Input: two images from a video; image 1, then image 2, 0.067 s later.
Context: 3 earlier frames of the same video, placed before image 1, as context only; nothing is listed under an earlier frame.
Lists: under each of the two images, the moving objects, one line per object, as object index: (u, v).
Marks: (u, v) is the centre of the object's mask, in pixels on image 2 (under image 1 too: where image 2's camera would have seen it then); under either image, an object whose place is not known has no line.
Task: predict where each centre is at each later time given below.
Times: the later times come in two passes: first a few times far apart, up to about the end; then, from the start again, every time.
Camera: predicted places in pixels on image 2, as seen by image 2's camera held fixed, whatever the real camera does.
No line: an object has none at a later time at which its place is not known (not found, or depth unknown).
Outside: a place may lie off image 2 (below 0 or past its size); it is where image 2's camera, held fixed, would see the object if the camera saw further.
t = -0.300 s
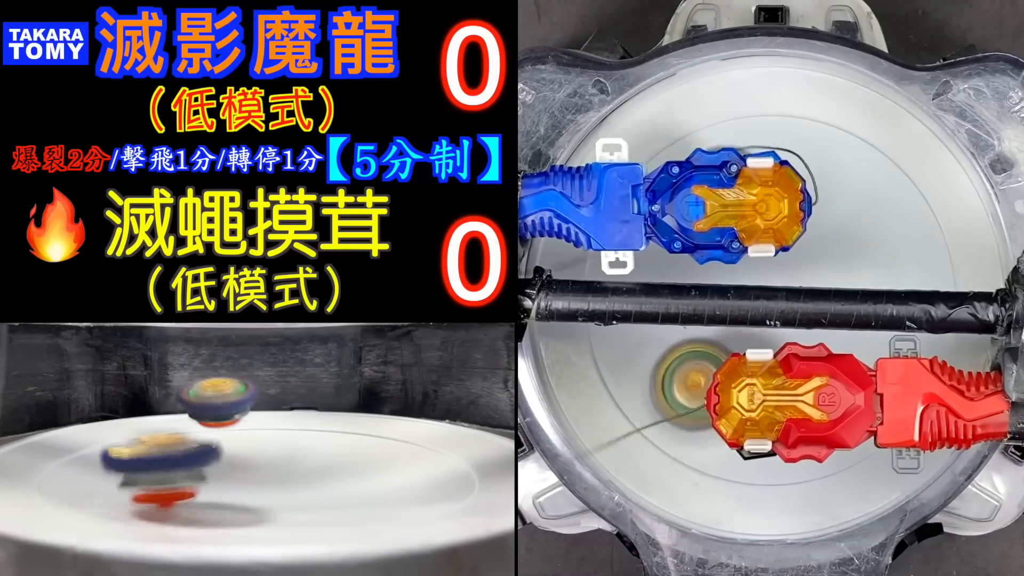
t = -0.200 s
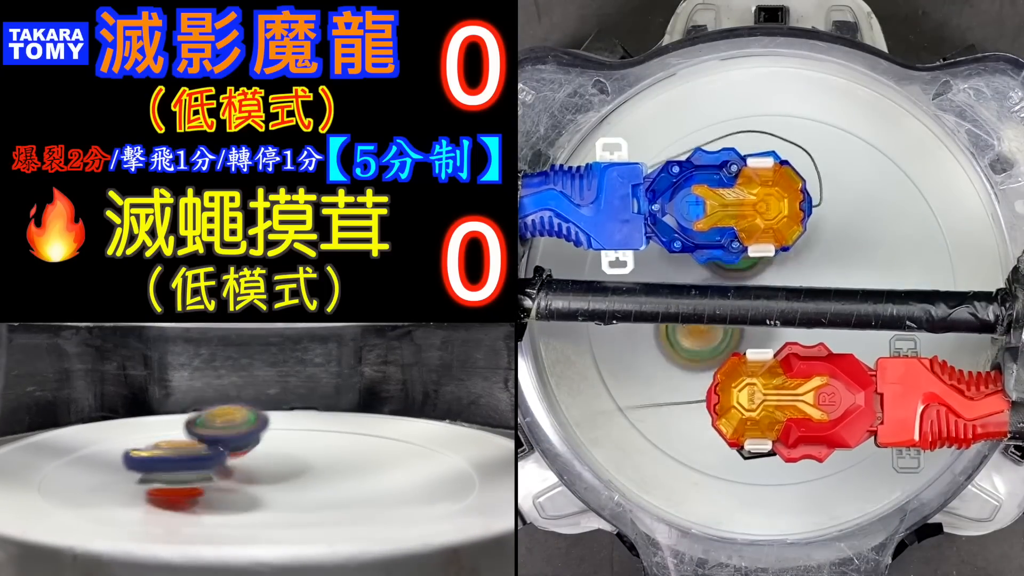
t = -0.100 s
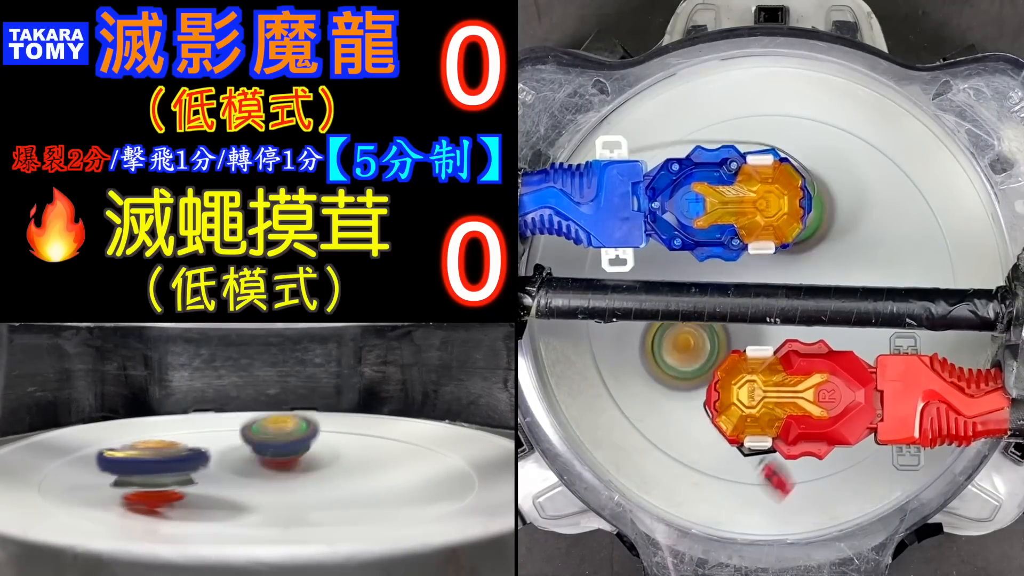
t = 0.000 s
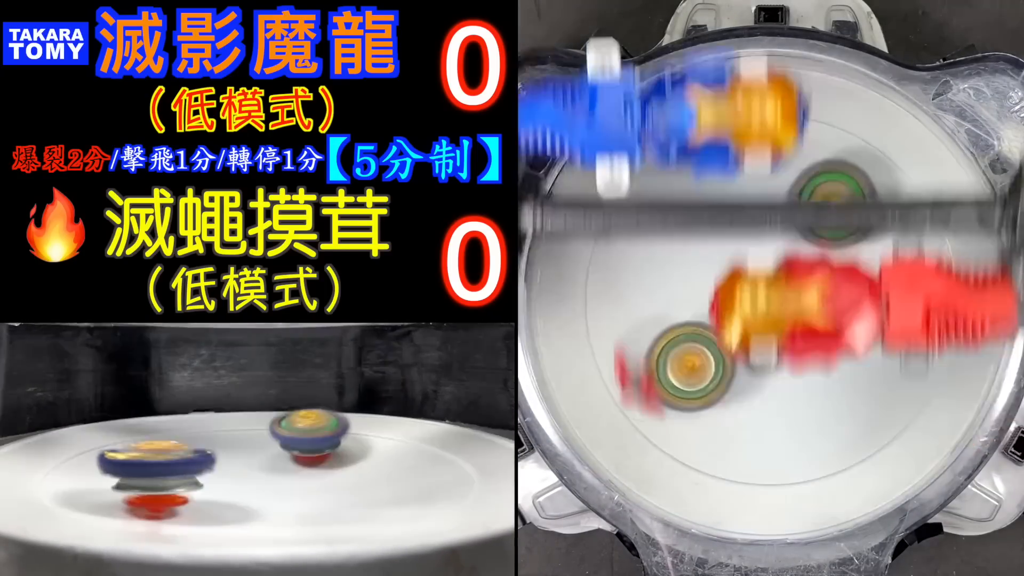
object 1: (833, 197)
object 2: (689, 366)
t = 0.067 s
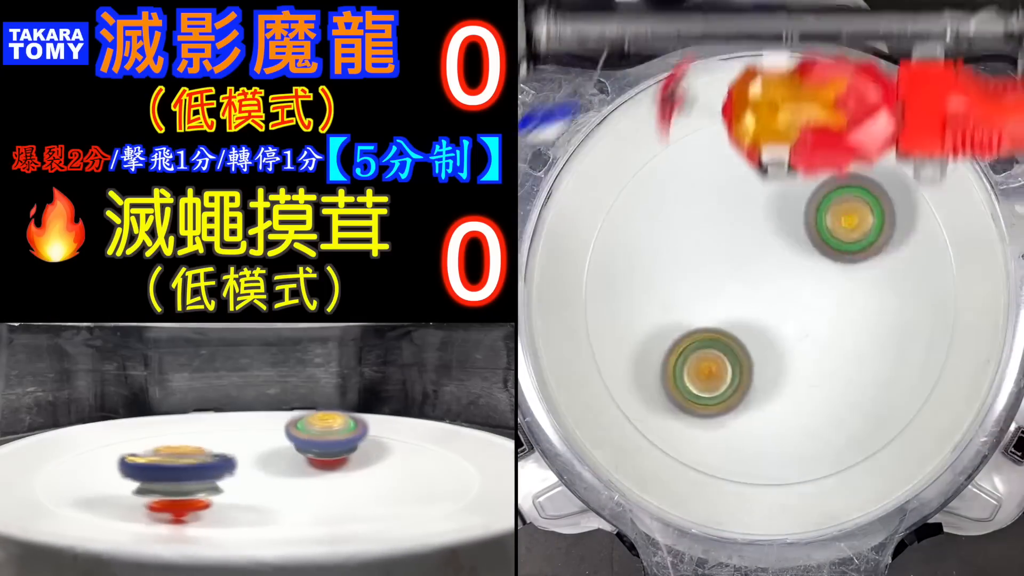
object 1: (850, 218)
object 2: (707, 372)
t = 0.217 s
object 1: (838, 284)
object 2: (765, 368)
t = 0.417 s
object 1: (851, 247)
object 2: (695, 457)
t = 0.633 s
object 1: (768, 257)
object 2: (728, 364)
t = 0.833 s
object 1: (771, 165)
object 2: (699, 422)
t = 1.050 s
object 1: (810, 212)
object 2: (774, 379)
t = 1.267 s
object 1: (840, 181)
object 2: (753, 432)
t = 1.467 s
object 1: (810, 239)
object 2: (751, 406)
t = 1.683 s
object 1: (778, 185)
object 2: (715, 467)
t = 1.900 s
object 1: (801, 182)
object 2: (744, 375)
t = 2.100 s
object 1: (856, 207)
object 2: (724, 333)
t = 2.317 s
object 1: (847, 281)
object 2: (673, 357)
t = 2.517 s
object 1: (783, 334)
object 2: (647, 357)
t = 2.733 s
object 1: (750, 303)
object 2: (639, 352)
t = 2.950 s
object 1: (774, 204)
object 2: (683, 377)
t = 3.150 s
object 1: (824, 210)
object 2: (769, 337)
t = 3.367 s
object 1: (873, 177)
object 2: (736, 438)
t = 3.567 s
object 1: (781, 299)
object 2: (717, 410)
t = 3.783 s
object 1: (774, 238)
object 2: (658, 419)
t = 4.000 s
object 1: (780, 207)
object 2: (718, 343)
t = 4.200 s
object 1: (823, 168)
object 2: (758, 322)
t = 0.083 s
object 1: (852, 223)
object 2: (712, 373)
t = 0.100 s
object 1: (853, 229)
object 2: (718, 373)
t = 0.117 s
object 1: (853, 236)
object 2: (725, 373)
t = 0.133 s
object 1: (853, 243)
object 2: (731, 373)
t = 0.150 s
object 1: (852, 251)
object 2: (738, 373)
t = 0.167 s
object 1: (849, 259)
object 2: (745, 372)
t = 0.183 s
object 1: (846, 267)
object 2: (752, 371)
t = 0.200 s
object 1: (842, 275)
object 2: (758, 370)
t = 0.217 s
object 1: (838, 284)
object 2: (765, 368)
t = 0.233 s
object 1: (831, 293)
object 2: (771, 365)
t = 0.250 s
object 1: (834, 290)
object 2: (765, 374)
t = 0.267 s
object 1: (839, 284)
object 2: (756, 387)
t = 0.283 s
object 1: (845, 278)
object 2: (746, 400)
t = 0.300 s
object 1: (848, 272)
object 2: (737, 412)
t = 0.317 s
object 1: (852, 267)
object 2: (728, 422)
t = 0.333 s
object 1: (854, 262)
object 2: (720, 432)
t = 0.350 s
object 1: (855, 258)
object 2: (713, 441)
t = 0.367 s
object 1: (856, 254)
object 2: (707, 448)
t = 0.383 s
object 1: (855, 251)
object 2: (701, 454)
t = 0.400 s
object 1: (853, 249)
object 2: (697, 459)
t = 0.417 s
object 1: (851, 247)
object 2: (695, 457)
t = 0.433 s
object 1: (848, 247)
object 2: (694, 453)
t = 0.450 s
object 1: (844, 247)
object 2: (694, 448)
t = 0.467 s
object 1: (839, 247)
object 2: (696, 441)
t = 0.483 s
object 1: (833, 249)
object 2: (698, 433)
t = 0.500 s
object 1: (826, 251)
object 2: (701, 425)
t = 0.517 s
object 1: (819, 253)
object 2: (704, 415)
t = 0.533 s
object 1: (811, 256)
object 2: (709, 405)
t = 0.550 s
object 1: (803, 259)
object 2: (714, 395)
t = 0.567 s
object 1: (794, 263)
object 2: (719, 385)
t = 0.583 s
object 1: (785, 266)
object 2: (724, 374)
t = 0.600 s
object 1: (775, 270)
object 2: (730, 363)
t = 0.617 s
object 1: (767, 270)
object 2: (733, 357)
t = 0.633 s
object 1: (768, 257)
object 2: (728, 364)
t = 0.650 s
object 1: (767, 245)
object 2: (722, 372)
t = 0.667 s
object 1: (767, 233)
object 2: (718, 379)
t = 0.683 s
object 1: (767, 222)
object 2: (713, 386)
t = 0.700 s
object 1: (766, 212)
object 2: (709, 392)
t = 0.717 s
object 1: (765, 203)
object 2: (705, 397)
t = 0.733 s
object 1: (765, 195)
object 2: (702, 403)
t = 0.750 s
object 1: (765, 188)
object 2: (700, 408)
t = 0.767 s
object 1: (765, 181)
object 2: (698, 412)
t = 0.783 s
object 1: (766, 176)
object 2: (697, 415)
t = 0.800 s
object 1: (767, 171)
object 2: (697, 418)
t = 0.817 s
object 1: (768, 168)
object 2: (698, 420)
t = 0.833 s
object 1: (771, 165)
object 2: (699, 422)
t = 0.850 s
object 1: (773, 164)
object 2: (701, 423)
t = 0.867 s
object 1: (775, 163)
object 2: (704, 423)
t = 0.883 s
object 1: (778, 163)
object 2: (708, 423)
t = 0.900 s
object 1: (781, 164)
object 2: (712, 422)
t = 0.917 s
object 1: (784, 166)
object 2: (718, 420)
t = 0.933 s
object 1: (788, 169)
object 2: (723, 417)
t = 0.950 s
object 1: (791, 173)
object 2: (730, 414)
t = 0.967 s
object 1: (795, 178)
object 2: (737, 410)
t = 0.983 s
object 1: (798, 184)
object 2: (745, 405)
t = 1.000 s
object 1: (801, 190)
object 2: (752, 400)
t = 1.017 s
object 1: (804, 197)
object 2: (760, 394)
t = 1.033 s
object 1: (807, 204)
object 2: (767, 387)
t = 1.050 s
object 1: (810, 212)
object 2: (774, 379)
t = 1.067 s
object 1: (811, 221)
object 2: (780, 370)
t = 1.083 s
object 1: (813, 230)
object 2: (786, 361)
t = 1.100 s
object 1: (813, 239)
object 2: (791, 351)
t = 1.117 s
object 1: (813, 249)
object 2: (795, 341)
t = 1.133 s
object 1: (817, 242)
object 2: (793, 350)
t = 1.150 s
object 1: (821, 231)
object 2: (788, 364)
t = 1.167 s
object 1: (826, 220)
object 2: (783, 377)
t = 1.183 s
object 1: (830, 211)
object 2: (778, 389)
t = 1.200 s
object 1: (833, 202)
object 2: (773, 400)
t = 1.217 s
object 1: (836, 195)
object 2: (767, 409)
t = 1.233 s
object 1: (838, 189)
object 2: (762, 418)
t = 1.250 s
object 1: (839, 185)
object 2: (757, 425)
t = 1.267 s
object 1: (840, 181)
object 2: (753, 432)
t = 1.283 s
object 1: (841, 180)
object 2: (749, 437)
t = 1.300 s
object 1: (841, 179)
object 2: (746, 440)
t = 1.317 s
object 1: (840, 180)
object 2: (744, 443)
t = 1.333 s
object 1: (838, 183)
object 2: (742, 444)
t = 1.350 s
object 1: (836, 186)
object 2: (741, 443)
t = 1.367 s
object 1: (834, 191)
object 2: (740, 441)
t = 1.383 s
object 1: (831, 197)
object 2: (740, 438)
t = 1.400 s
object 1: (827, 204)
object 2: (741, 434)
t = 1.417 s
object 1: (823, 212)
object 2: (743, 428)
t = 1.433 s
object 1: (819, 220)
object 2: (745, 422)
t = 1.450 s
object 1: (815, 229)
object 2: (748, 414)
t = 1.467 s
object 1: (810, 239)
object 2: (751, 406)
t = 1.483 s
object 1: (804, 249)
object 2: (754, 398)
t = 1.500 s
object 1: (798, 259)
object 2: (757, 389)
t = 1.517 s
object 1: (791, 269)
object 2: (760, 380)
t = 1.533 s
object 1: (783, 278)
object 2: (763, 370)
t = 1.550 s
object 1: (781, 270)
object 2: (757, 381)
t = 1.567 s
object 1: (781, 257)
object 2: (750, 396)
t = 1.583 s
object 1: (781, 244)
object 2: (743, 410)
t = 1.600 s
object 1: (781, 231)
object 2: (737, 422)
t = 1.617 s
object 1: (780, 220)
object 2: (731, 435)
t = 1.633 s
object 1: (780, 210)
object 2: (726, 446)
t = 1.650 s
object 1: (779, 201)
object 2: (721, 455)
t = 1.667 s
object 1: (778, 193)
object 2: (717, 464)
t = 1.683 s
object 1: (778, 185)
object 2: (715, 467)
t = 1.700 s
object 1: (778, 179)
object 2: (714, 466)
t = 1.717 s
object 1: (778, 173)
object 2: (714, 465)
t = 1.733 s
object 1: (779, 168)
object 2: (715, 461)
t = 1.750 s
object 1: (780, 165)
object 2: (716, 456)
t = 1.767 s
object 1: (782, 163)
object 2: (717, 449)
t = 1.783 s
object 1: (784, 162)
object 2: (719, 442)
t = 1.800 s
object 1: (786, 162)
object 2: (722, 434)
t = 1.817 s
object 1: (787, 163)
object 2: (725, 426)
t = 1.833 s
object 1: (790, 164)
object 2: (728, 416)
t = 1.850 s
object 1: (792, 167)
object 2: (731, 407)
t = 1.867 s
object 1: (796, 171)
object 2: (736, 396)
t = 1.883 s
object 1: (799, 176)
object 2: (740, 386)
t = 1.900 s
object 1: (801, 182)
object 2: (744, 375)
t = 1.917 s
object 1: (804, 189)
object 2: (748, 363)
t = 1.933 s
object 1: (806, 197)
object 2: (752, 351)
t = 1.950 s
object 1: (808, 205)
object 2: (756, 340)
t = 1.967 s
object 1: (810, 213)
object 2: (760, 328)
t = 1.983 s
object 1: (812, 222)
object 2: (765, 316)
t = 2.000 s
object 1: (814, 229)
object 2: (766, 308)
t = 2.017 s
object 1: (822, 223)
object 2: (759, 313)
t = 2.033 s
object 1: (831, 217)
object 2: (752, 317)
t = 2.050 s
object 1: (839, 214)
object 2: (746, 321)
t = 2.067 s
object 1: (845, 211)
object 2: (739, 325)
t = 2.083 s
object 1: (851, 208)
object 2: (731, 329)
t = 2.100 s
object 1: (856, 207)
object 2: (724, 333)
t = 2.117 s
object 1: (861, 207)
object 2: (718, 336)
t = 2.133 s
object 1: (866, 208)
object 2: (711, 339)
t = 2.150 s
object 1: (869, 211)
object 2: (704, 342)
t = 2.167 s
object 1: (870, 215)
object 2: (698, 345)
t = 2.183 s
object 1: (871, 219)
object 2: (693, 347)
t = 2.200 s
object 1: (872, 225)
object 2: (688, 349)
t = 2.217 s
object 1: (871, 231)
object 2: (684, 351)
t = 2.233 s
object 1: (870, 239)
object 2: (681, 353)
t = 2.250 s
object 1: (867, 246)
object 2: (677, 354)
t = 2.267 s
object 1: (863, 254)
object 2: (675, 356)
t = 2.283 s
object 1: (859, 262)
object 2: (674, 356)
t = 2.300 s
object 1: (854, 271)
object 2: (674, 356)
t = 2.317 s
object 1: (847, 281)
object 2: (673, 357)
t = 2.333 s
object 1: (839, 289)
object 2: (674, 356)
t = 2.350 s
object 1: (832, 296)
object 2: (676, 356)
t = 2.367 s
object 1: (823, 305)
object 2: (678, 354)
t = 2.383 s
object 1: (814, 313)
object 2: (680, 353)
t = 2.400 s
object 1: (803, 320)
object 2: (683, 352)
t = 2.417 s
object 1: (792, 326)
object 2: (687, 350)
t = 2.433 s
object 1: (782, 332)
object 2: (691, 348)
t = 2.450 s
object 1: (782, 334)
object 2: (682, 350)
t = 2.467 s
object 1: (782, 335)
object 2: (672, 352)
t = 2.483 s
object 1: (782, 335)
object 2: (663, 354)
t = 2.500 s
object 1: (784, 335)
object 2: (655, 355)
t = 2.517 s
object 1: (783, 334)
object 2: (647, 357)
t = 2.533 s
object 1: (781, 333)
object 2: (640, 358)
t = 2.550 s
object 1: (780, 332)
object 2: (634, 359)
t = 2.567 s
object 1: (780, 330)
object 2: (629, 360)
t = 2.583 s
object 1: (778, 329)
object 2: (625, 360)
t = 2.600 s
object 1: (776, 327)
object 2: (622, 360)
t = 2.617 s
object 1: (775, 325)
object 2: (621, 360)
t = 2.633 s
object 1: (773, 323)
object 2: (620, 359)
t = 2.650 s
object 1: (769, 321)
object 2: (620, 359)
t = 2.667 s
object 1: (766, 317)
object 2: (622, 358)
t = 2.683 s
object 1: (763, 314)
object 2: (625, 357)
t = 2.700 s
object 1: (758, 312)
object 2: (628, 355)
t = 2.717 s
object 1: (753, 307)
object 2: (633, 354)
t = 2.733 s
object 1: (750, 303)
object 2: (639, 352)
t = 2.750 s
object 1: (745, 300)
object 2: (645, 349)
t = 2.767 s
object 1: (739, 296)
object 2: (652, 348)
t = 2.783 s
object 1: (736, 291)
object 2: (660, 346)
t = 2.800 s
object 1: (738, 282)
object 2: (660, 349)
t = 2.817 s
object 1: (743, 271)
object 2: (660, 354)
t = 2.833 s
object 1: (748, 260)
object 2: (660, 359)
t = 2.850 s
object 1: (753, 251)
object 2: (661, 363)
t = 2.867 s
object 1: (756, 242)
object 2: (662, 367)
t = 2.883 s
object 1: (760, 232)
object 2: (665, 371)
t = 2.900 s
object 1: (764, 224)
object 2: (669, 373)
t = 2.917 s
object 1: (767, 217)
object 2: (673, 375)
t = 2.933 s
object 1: (771, 209)
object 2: (678, 377)
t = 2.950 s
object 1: (774, 204)
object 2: (683, 377)
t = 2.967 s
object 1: (778, 199)
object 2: (689, 378)
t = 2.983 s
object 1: (782, 194)
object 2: (696, 378)
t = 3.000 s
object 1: (786, 191)
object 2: (703, 376)
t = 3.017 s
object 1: (790, 189)
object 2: (710, 375)
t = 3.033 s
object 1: (795, 187)
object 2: (718, 373)
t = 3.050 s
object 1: (799, 188)
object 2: (725, 369)
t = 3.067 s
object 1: (803, 189)
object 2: (732, 365)
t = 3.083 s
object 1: (808, 190)
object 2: (740, 361)
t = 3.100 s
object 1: (812, 194)
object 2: (747, 356)
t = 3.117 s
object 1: (816, 198)
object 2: (755, 351)
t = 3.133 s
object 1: (820, 203)
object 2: (762, 344)
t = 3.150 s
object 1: (824, 210)
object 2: (769, 337)
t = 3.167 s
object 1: (827, 216)
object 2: (776, 331)
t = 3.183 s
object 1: (830, 224)
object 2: (783, 323)
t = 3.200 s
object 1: (832, 233)
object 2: (788, 315)
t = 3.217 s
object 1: (838, 228)
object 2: (787, 323)
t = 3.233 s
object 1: (848, 215)
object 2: (781, 340)
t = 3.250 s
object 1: (857, 201)
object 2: (775, 356)
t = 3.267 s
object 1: (866, 189)
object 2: (768, 372)
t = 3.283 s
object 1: (873, 179)
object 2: (763, 386)
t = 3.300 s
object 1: (881, 169)
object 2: (757, 398)
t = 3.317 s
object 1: (886, 162)
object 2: (751, 411)
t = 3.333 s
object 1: (885, 163)
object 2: (746, 421)
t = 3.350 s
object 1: (880, 171)
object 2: (740, 430)
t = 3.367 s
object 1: (873, 177)
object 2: (736, 438)
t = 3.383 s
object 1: (868, 186)
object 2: (732, 443)
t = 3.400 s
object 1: (860, 196)
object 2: (727, 448)
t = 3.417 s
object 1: (854, 206)
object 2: (725, 451)
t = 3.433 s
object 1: (847, 217)
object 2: (721, 451)
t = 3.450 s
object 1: (839, 227)
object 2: (719, 452)
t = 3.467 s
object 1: (832, 238)
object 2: (717, 450)
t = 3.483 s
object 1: (823, 249)
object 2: (715, 447)
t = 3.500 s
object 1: (816, 259)
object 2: (715, 442)
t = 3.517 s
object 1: (806, 270)
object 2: (714, 436)
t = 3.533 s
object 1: (798, 280)
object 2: (715, 429)
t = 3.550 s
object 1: (790, 291)
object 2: (716, 420)
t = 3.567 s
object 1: (781, 299)
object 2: (717, 410)
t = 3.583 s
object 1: (773, 308)
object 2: (720, 400)
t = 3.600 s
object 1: (765, 312)
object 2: (720, 392)
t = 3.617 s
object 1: (767, 304)
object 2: (710, 399)
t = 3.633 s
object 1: (767, 296)
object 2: (701, 405)
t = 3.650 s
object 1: (770, 288)
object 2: (692, 411)
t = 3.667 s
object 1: (771, 280)
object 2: (685, 415)
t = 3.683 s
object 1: (773, 273)
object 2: (678, 418)
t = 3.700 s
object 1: (773, 267)
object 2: (672, 421)
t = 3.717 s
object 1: (776, 259)
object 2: (667, 422)
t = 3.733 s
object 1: (775, 255)
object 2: (664, 423)
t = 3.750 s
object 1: (776, 248)
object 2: (660, 422)
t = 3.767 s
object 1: (775, 244)
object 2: (658, 422)
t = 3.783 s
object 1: (774, 238)
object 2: (658, 419)
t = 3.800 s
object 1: (775, 235)
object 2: (657, 417)
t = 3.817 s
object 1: (773, 229)
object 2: (659, 413)
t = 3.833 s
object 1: (774, 227)
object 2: (660, 409)
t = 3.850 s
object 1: (773, 222)
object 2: (664, 405)
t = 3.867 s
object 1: (774, 220)
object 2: (667, 400)
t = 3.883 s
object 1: (773, 217)
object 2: (673, 395)
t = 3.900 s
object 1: (774, 215)
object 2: (677, 388)
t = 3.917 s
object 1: (773, 213)
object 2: (684, 382)
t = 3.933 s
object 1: (775, 211)
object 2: (690, 374)
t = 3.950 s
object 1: (775, 209)
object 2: (697, 368)
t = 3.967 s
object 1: (777, 208)
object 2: (704, 359)
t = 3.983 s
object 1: (777, 208)
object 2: (711, 353)
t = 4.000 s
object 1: (780, 207)
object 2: (718, 343)
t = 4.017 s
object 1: (780, 207)
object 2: (725, 336)
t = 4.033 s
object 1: (780, 207)
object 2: (725, 336)
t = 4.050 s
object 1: (783, 207)
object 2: (732, 327)
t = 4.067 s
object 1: (784, 209)
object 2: (739, 319)
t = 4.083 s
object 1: (787, 209)
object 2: (746, 310)
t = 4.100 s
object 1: (788, 211)
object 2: (752, 302)
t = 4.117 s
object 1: (791, 210)
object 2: (759, 297)
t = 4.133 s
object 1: (798, 199)
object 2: (758, 303)
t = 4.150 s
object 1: (805, 189)
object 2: (759, 307)
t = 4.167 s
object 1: (811, 181)
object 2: (759, 313)
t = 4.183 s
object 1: (818, 174)
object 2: (759, 317)
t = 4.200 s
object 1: (823, 168)
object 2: (758, 322)
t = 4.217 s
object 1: (830, 164)
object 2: (758, 325)
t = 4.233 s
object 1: (835, 161)
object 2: (757, 330)
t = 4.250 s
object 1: (841, 160)
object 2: (756, 331)
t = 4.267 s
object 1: (845, 160)
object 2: (755, 335)
